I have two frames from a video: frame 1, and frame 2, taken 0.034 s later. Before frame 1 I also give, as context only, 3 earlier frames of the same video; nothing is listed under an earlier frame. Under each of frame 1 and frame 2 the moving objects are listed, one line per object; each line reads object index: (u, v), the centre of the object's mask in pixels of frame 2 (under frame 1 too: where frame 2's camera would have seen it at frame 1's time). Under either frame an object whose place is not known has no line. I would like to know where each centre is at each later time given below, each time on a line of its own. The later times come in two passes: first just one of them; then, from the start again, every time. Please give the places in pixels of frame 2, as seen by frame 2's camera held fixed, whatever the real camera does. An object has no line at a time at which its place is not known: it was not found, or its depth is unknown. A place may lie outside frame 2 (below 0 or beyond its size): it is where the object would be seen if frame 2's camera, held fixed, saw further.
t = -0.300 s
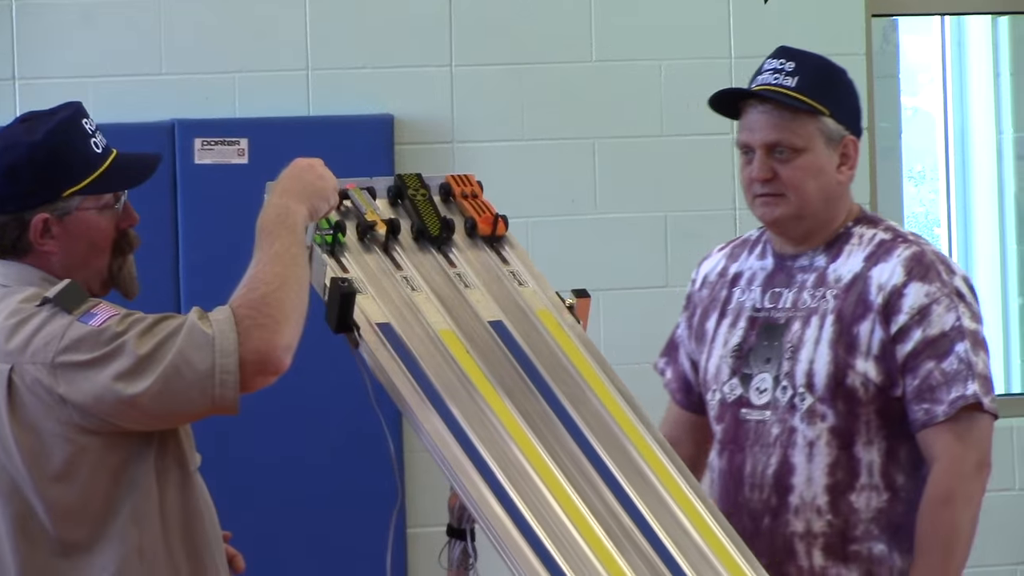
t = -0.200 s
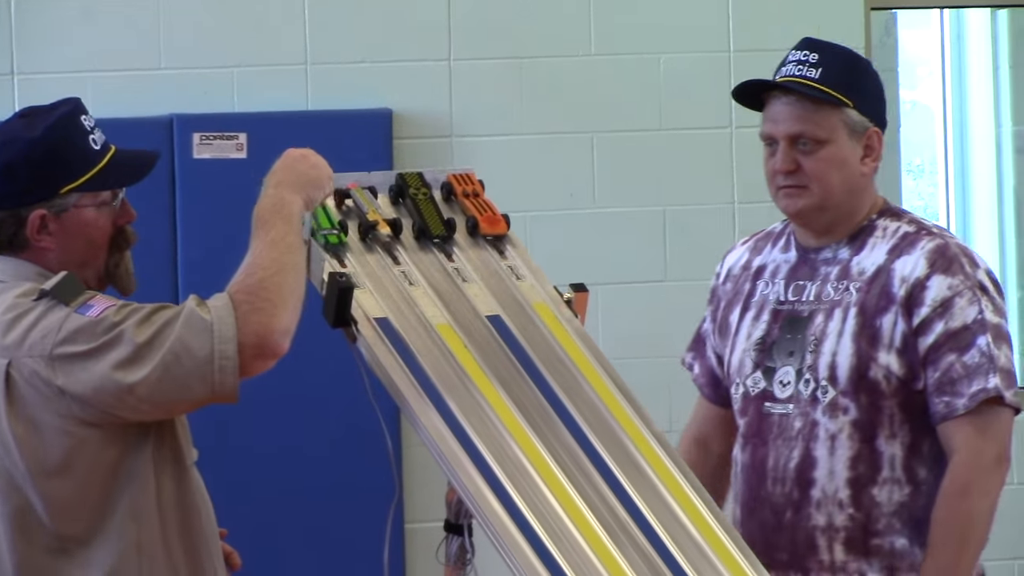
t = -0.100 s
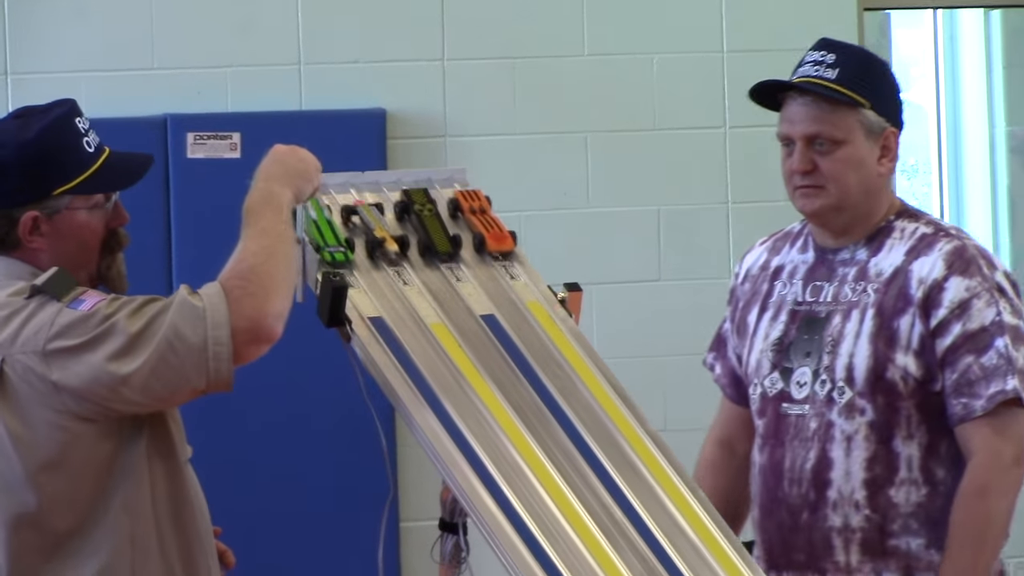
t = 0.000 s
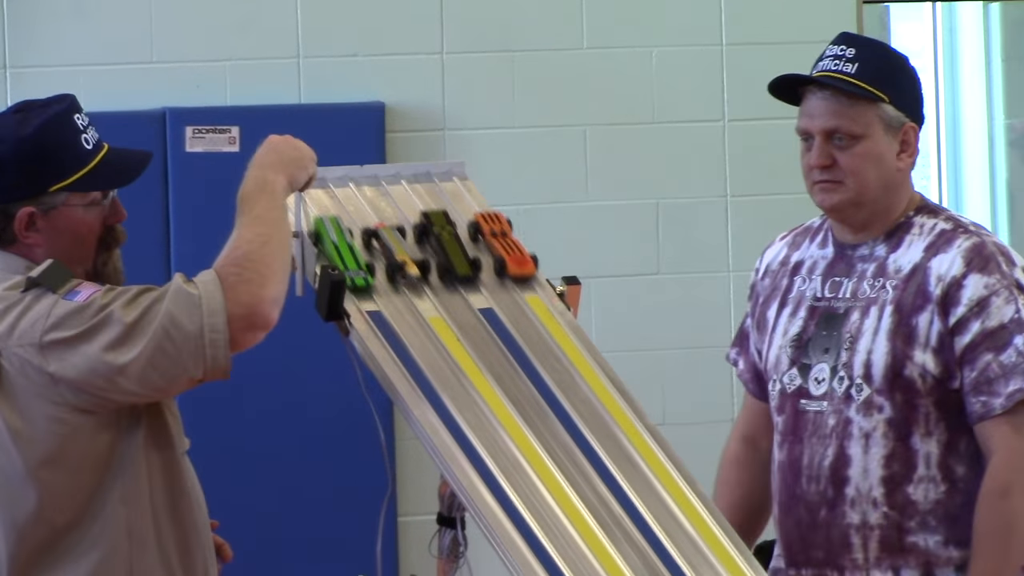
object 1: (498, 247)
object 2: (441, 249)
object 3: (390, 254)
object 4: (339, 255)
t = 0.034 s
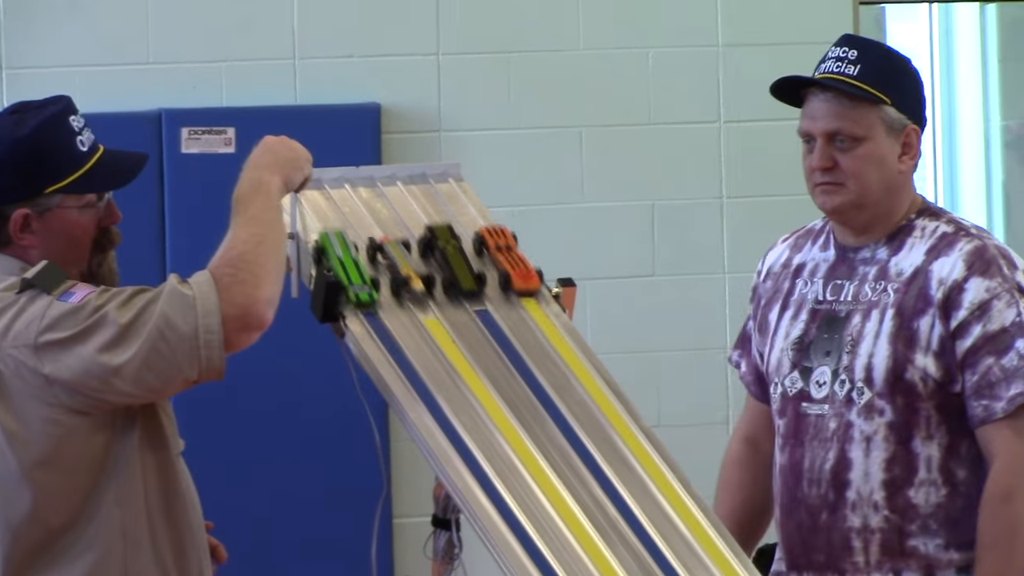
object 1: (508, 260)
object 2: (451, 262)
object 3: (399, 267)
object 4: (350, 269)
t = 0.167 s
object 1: (557, 327)
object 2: (499, 327)
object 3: (447, 334)
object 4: (392, 337)
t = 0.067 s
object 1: (517, 274)
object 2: (460, 276)
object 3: (408, 282)
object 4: (358, 286)
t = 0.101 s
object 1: (529, 290)
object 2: (472, 291)
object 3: (421, 297)
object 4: (369, 301)
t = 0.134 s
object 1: (543, 308)
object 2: (485, 309)
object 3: (433, 315)
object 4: (378, 319)
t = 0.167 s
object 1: (557, 327)
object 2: (499, 327)
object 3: (447, 334)
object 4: (392, 337)
